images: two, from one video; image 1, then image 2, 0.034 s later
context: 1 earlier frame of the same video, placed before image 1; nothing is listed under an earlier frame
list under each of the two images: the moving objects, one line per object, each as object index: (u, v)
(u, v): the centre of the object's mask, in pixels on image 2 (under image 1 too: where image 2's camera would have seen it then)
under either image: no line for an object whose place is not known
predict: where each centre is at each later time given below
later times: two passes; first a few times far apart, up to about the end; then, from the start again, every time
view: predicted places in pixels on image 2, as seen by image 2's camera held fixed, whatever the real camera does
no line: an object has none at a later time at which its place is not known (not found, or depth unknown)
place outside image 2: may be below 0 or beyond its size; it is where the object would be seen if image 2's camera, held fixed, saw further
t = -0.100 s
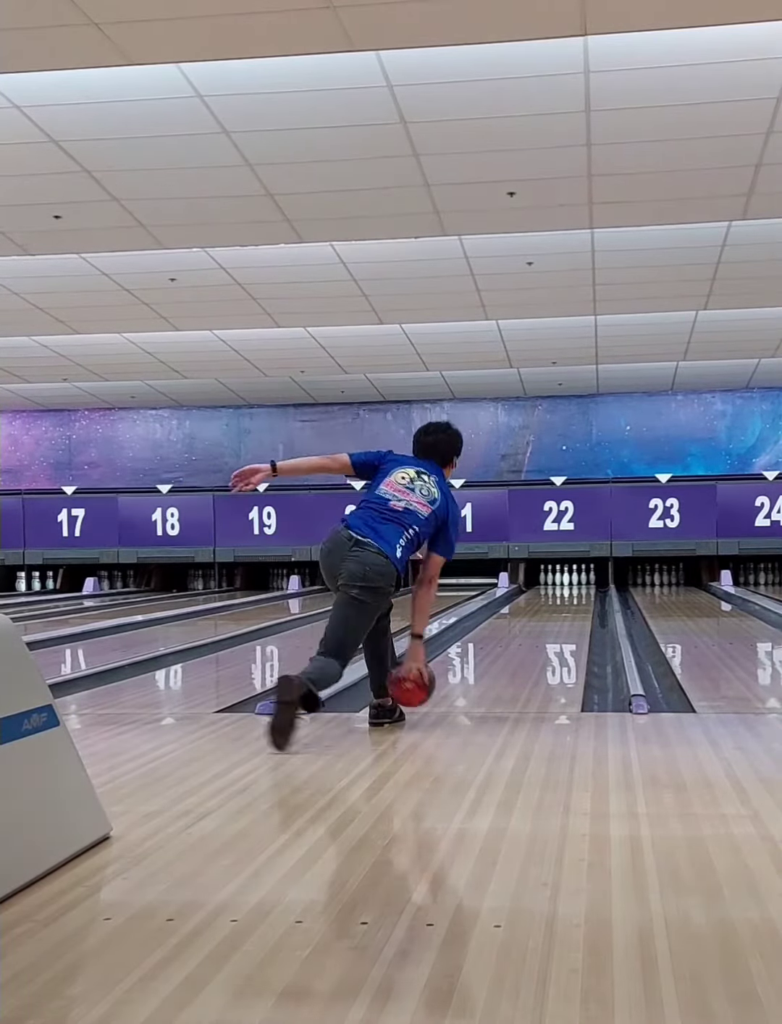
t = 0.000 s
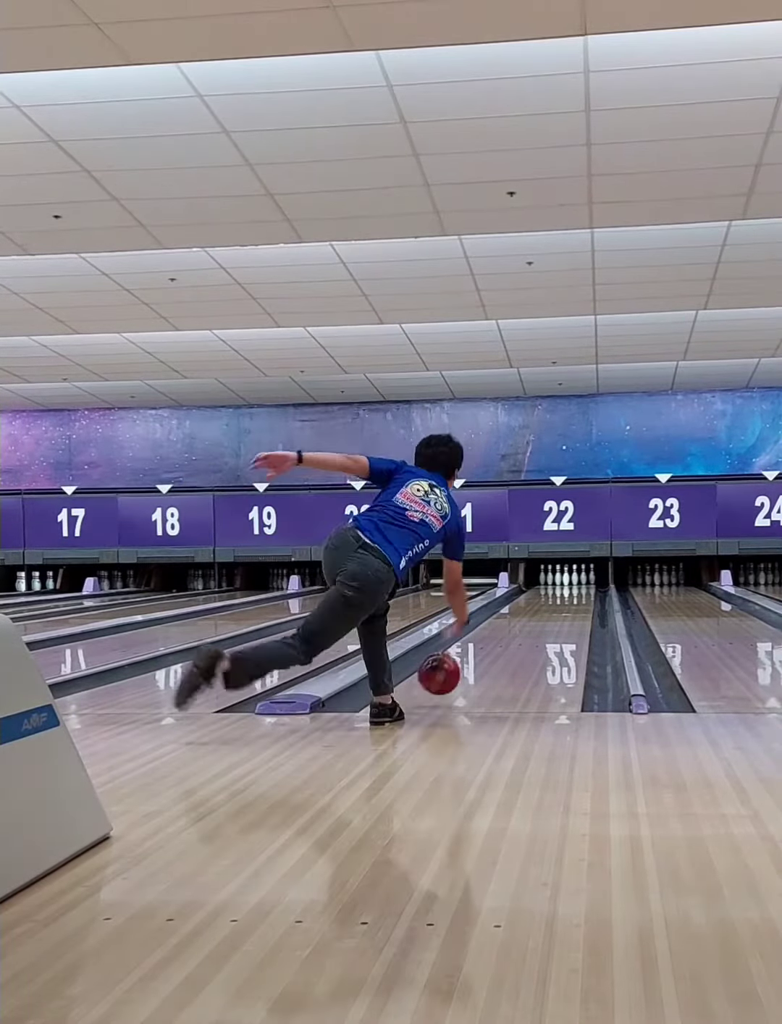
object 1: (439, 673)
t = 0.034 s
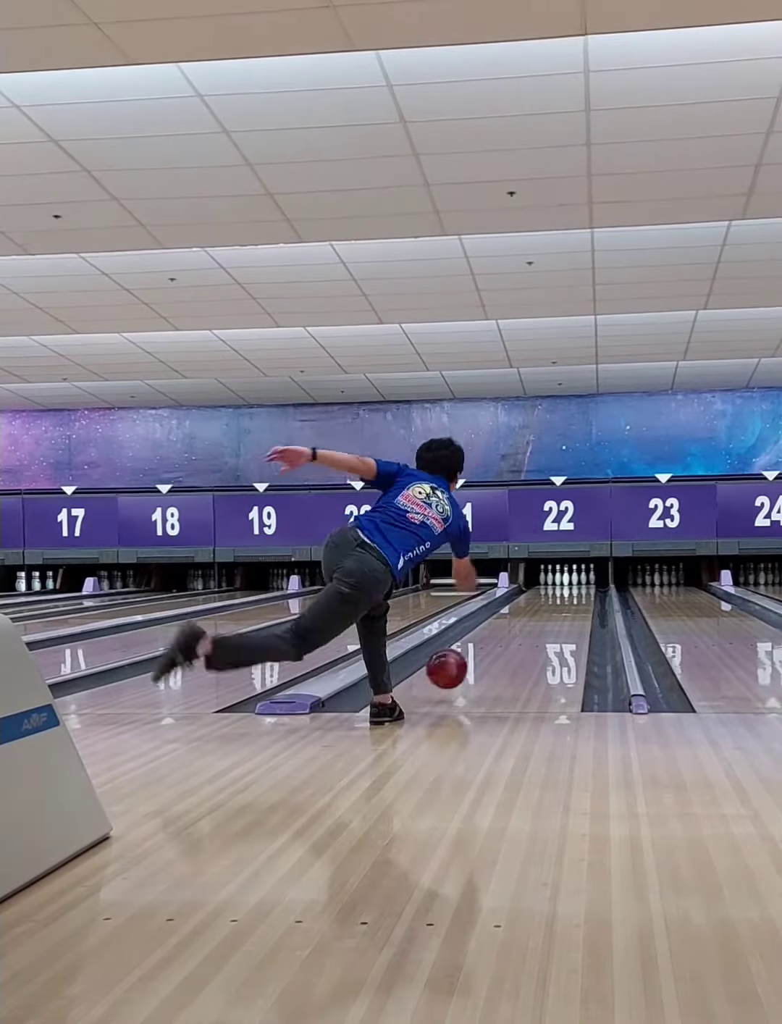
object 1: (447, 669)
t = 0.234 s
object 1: (487, 655)
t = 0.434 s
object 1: (511, 638)
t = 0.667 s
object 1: (532, 624)
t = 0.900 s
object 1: (548, 611)
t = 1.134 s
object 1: (557, 604)
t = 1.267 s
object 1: (564, 599)
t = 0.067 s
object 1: (454, 665)
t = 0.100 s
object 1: (461, 664)
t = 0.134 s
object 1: (470, 666)
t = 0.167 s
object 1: (476, 661)
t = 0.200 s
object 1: (479, 659)
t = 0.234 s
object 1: (487, 655)
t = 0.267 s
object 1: (491, 652)
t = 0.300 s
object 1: (494, 650)
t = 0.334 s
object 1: (500, 646)
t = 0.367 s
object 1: (504, 643)
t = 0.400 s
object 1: (506, 641)
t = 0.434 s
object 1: (511, 638)
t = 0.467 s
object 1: (515, 636)
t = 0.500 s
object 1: (517, 634)
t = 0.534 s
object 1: (521, 631)
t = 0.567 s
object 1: (526, 630)
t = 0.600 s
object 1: (525, 628)
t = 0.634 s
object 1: (530, 625)
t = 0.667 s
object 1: (532, 624)
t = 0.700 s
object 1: (533, 623)
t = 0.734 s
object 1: (535, 621)
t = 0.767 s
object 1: (539, 618)
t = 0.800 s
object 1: (540, 618)
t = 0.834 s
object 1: (545, 614)
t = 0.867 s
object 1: (546, 613)
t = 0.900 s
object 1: (548, 611)
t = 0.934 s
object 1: (548, 611)
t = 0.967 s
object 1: (551, 609)
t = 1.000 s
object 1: (552, 607)
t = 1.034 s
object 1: (553, 606)
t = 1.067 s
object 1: (555, 606)
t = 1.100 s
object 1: (557, 605)
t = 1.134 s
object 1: (557, 604)
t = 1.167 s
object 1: (559, 602)
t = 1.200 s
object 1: (560, 601)
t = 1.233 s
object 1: (561, 601)
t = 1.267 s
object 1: (564, 599)
